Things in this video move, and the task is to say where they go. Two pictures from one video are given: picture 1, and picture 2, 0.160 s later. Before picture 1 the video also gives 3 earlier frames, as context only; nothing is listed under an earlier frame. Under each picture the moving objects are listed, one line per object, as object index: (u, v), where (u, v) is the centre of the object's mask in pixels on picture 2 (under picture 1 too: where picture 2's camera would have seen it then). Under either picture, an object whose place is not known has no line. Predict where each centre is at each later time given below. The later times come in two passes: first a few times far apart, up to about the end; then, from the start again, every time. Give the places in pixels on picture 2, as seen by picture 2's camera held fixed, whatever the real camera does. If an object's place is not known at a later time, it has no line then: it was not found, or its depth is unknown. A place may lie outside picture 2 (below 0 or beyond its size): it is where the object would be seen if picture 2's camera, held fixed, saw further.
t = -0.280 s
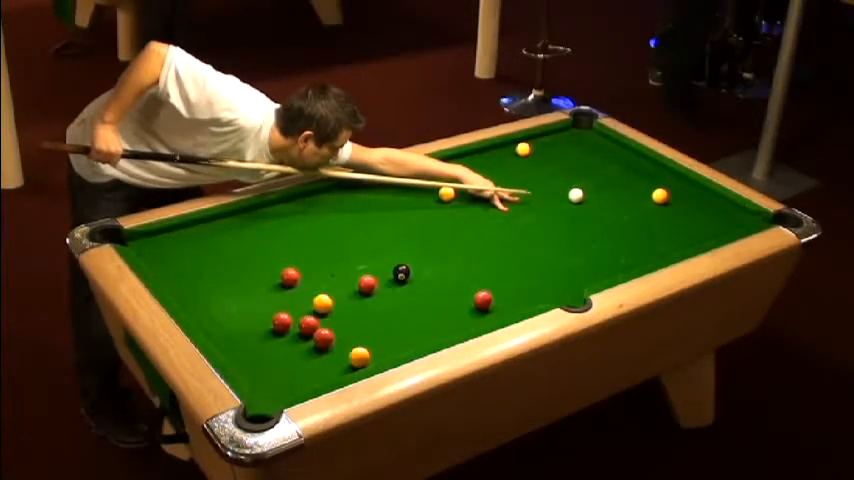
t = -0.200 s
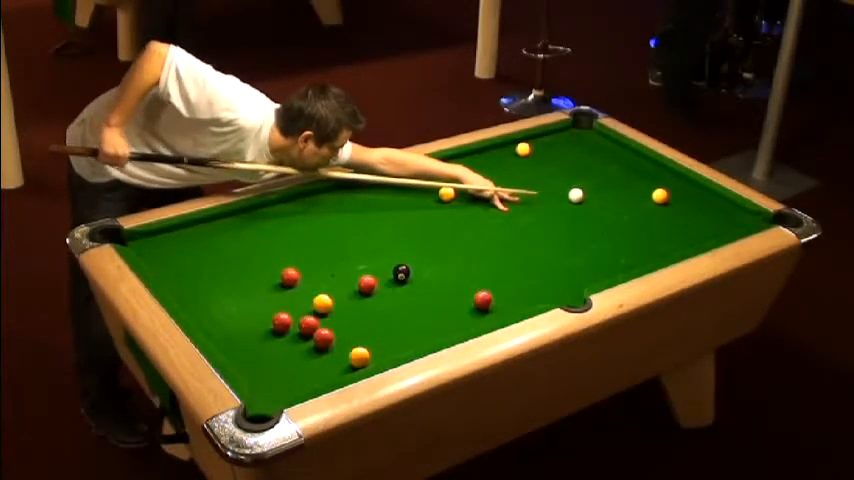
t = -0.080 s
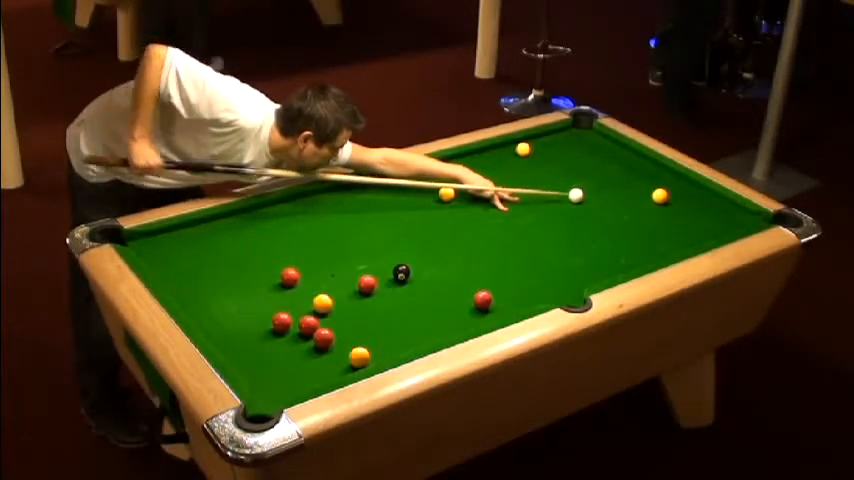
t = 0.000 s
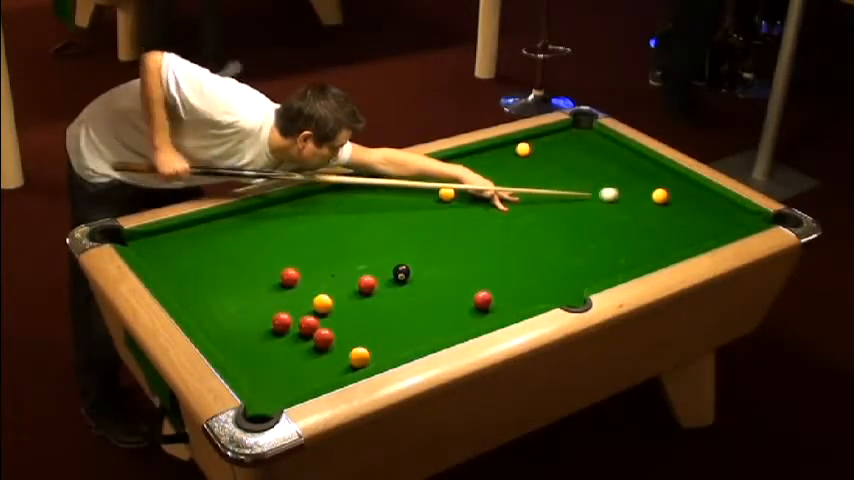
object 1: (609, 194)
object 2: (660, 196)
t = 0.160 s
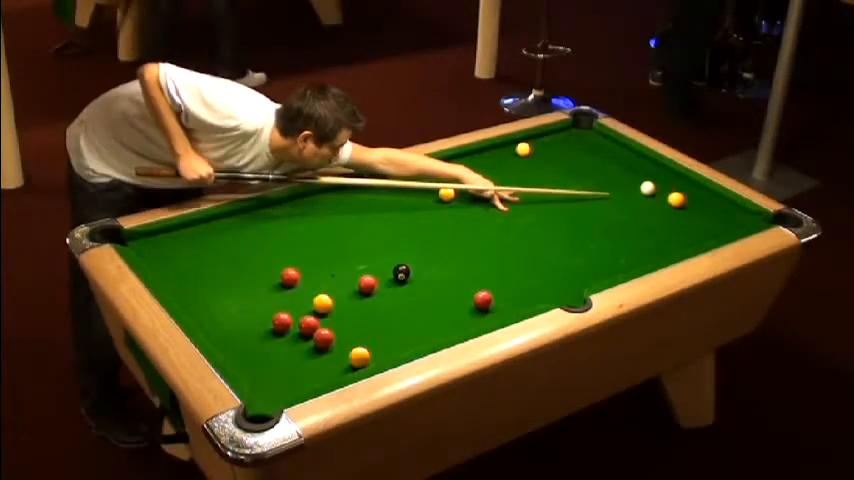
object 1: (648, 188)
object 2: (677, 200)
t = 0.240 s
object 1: (652, 183)
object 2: (692, 202)
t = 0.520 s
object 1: (659, 169)
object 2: (739, 213)
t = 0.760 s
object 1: (629, 167)
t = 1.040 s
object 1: (596, 166)
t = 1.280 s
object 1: (571, 164)
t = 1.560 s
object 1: (544, 164)
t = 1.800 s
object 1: (523, 163)
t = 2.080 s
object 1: (501, 162)
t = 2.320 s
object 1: (486, 162)
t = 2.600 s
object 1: (470, 161)
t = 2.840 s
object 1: (458, 160)
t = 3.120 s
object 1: (448, 159)
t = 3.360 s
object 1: (447, 161)
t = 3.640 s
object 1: (446, 162)
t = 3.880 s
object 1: (446, 162)
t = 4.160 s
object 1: (446, 162)
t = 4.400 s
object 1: (446, 162)
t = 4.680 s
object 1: (446, 162)
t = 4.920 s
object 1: (446, 162)
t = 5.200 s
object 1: (446, 162)
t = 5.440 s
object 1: (446, 162)
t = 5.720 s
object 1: (446, 162)
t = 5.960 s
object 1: (446, 162)
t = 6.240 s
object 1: (446, 163)
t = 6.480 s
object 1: (446, 162)
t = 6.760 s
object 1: (446, 163)
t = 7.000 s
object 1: (446, 163)
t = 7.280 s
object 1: (446, 163)
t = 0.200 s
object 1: (650, 185)
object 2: (684, 201)
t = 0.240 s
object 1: (652, 183)
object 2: (692, 202)
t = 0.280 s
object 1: (655, 180)
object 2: (699, 204)
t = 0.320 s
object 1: (657, 178)
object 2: (706, 206)
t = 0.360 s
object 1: (660, 175)
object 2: (712, 207)
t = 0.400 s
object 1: (662, 173)
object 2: (719, 209)
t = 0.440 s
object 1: (664, 171)
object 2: (726, 210)
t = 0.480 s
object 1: (665, 169)
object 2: (733, 212)
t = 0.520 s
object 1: (659, 169)
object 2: (739, 213)
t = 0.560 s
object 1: (654, 168)
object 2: (746, 214)
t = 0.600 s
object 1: (649, 168)
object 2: (752, 216)
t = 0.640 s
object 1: (644, 168)
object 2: (759, 217)
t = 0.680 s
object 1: (639, 167)
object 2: (765, 218)
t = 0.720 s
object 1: (634, 167)
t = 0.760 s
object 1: (629, 167)
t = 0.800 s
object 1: (624, 167)
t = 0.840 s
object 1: (619, 166)
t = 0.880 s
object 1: (614, 166)
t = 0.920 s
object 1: (610, 166)
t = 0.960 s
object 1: (605, 166)
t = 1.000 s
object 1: (600, 166)
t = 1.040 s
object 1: (596, 166)
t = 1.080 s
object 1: (591, 165)
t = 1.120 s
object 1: (587, 165)
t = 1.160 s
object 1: (583, 165)
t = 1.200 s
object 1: (579, 165)
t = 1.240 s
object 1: (575, 165)
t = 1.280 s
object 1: (571, 164)
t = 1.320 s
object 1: (567, 164)
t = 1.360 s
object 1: (563, 164)
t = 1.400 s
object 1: (559, 164)
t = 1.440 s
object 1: (555, 164)
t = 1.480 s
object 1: (551, 164)
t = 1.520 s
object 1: (547, 164)
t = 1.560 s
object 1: (544, 164)
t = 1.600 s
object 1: (540, 164)
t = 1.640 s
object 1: (536, 164)
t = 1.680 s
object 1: (533, 163)
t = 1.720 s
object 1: (529, 163)
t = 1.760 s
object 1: (526, 163)
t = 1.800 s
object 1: (523, 163)
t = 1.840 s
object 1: (520, 163)
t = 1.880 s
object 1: (516, 163)
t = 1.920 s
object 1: (513, 163)
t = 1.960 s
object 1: (510, 163)
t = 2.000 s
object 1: (507, 162)
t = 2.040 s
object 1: (504, 163)
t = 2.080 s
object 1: (501, 162)
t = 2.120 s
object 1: (499, 162)
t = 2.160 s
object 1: (496, 162)
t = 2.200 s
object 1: (493, 162)
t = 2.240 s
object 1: (491, 162)
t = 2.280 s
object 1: (488, 162)
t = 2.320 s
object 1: (486, 162)
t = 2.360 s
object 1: (483, 161)
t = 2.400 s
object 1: (481, 161)
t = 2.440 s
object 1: (478, 161)
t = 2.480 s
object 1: (476, 161)
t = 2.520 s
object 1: (474, 161)
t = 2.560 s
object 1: (472, 161)
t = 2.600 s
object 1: (470, 161)
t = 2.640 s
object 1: (468, 161)
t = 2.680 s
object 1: (466, 161)
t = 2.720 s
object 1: (464, 161)
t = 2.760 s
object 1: (462, 161)
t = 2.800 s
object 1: (460, 160)
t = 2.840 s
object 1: (458, 160)
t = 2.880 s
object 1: (457, 160)
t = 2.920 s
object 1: (455, 160)
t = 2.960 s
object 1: (454, 160)
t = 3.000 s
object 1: (452, 160)
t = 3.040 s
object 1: (450, 160)
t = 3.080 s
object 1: (449, 160)
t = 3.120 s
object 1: (448, 159)
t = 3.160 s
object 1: (448, 160)
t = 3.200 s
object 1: (447, 160)
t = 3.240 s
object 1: (447, 161)
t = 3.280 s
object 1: (447, 161)
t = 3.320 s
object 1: (447, 161)
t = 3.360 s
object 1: (447, 161)
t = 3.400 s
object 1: (446, 161)
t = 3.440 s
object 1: (446, 162)
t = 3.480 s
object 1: (446, 162)
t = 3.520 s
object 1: (446, 162)
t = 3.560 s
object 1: (446, 162)
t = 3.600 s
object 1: (446, 162)
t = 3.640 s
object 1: (446, 162)
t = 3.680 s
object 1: (446, 162)
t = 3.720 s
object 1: (446, 162)
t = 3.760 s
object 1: (446, 162)
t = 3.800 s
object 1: (446, 162)
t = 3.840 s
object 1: (446, 162)
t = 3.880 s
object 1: (446, 162)
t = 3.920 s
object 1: (446, 162)
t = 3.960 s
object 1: (446, 162)
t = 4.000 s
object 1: (446, 162)
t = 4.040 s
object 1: (446, 162)
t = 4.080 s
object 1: (446, 162)
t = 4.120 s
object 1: (446, 162)
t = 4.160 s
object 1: (446, 162)
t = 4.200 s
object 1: (446, 162)
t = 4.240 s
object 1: (446, 162)
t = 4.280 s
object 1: (446, 162)
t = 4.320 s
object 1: (446, 162)
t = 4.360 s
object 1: (446, 162)
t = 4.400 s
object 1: (446, 162)
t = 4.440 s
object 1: (446, 162)
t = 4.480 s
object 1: (446, 162)
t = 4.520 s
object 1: (446, 162)
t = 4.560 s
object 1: (446, 162)
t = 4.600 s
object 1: (446, 162)
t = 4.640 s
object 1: (446, 162)
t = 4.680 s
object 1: (446, 162)
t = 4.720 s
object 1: (446, 162)
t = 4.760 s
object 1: (446, 162)
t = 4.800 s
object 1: (446, 162)
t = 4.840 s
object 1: (446, 162)
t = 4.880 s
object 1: (446, 162)
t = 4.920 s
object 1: (446, 162)
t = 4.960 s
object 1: (446, 162)
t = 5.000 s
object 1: (446, 162)
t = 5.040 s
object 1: (446, 162)
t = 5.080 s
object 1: (446, 162)
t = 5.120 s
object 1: (446, 162)
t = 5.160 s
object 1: (446, 162)
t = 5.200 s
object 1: (446, 162)
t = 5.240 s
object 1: (446, 162)
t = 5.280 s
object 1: (446, 162)
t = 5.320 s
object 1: (446, 162)
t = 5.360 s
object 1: (446, 162)
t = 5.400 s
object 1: (446, 162)
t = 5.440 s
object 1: (446, 162)
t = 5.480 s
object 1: (446, 162)
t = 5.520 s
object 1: (446, 162)
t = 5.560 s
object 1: (446, 162)
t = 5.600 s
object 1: (446, 162)
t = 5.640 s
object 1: (446, 162)
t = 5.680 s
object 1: (446, 162)
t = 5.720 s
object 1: (446, 162)
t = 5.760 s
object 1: (446, 162)
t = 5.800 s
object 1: (446, 162)
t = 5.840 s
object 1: (446, 162)
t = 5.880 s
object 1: (446, 162)
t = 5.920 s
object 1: (446, 162)
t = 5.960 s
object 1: (446, 162)
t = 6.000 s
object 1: (446, 162)
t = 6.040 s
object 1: (446, 162)
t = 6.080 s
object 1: (446, 162)
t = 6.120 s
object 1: (446, 162)
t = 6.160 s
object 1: (446, 163)
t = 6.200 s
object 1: (446, 162)
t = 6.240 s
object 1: (446, 163)
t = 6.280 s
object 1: (446, 162)
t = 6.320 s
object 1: (446, 163)
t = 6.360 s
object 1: (446, 163)
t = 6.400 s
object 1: (446, 163)
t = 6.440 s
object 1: (446, 162)
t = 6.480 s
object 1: (446, 162)
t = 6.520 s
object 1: (446, 162)
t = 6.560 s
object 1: (446, 162)
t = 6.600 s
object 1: (446, 162)
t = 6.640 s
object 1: (446, 162)
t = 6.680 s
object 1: (446, 162)
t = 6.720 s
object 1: (446, 162)
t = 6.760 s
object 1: (446, 163)
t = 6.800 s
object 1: (446, 162)
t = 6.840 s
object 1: (446, 163)
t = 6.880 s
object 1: (446, 163)
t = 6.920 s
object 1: (446, 163)
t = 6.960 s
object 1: (446, 163)
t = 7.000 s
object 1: (446, 163)
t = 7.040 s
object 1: (446, 163)
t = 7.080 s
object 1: (446, 163)
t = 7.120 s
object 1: (446, 163)
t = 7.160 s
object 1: (446, 163)
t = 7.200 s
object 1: (446, 163)
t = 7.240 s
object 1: (446, 163)
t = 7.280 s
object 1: (446, 163)
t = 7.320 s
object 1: (446, 163)
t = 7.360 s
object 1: (446, 163)
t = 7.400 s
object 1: (446, 163)
